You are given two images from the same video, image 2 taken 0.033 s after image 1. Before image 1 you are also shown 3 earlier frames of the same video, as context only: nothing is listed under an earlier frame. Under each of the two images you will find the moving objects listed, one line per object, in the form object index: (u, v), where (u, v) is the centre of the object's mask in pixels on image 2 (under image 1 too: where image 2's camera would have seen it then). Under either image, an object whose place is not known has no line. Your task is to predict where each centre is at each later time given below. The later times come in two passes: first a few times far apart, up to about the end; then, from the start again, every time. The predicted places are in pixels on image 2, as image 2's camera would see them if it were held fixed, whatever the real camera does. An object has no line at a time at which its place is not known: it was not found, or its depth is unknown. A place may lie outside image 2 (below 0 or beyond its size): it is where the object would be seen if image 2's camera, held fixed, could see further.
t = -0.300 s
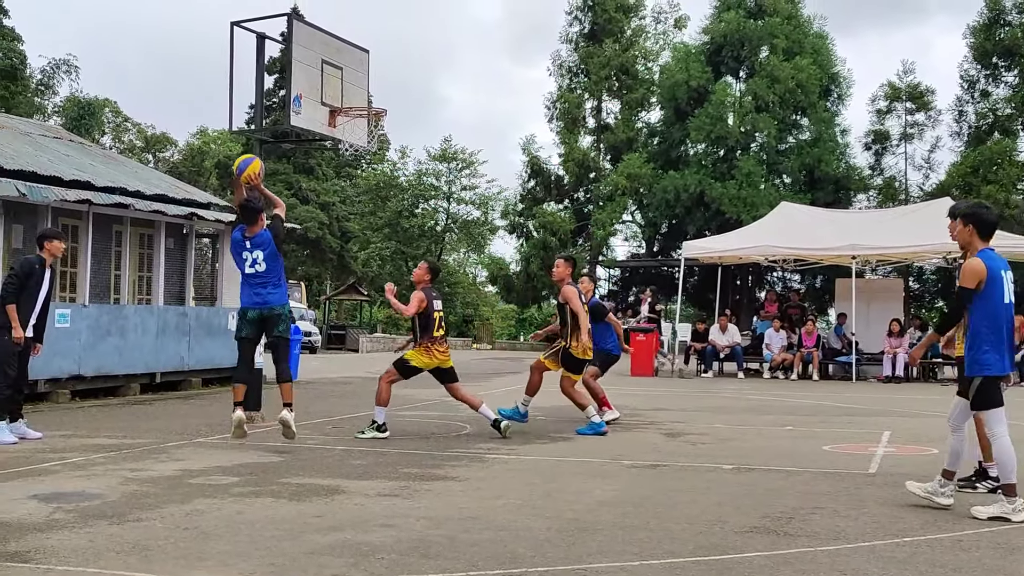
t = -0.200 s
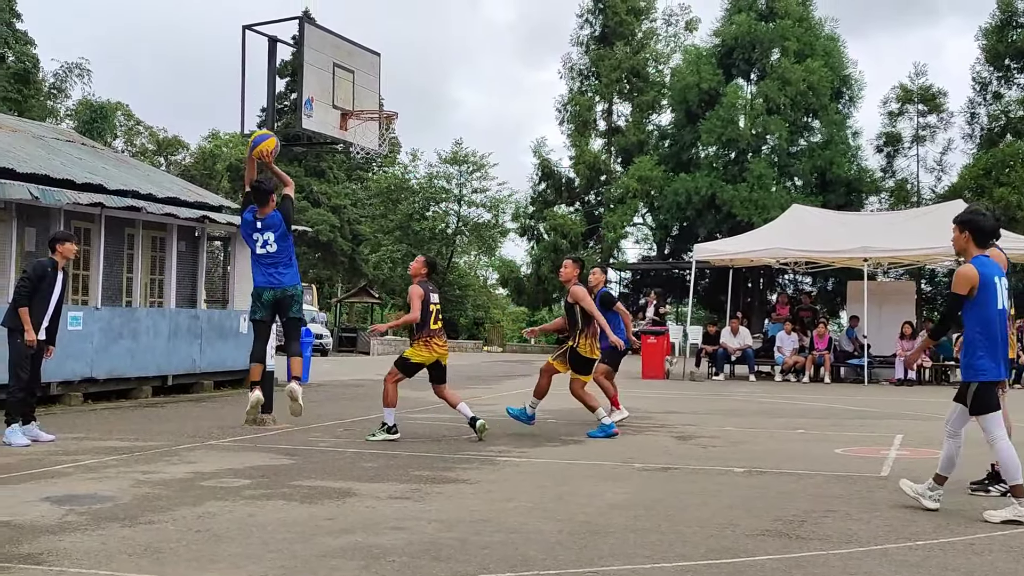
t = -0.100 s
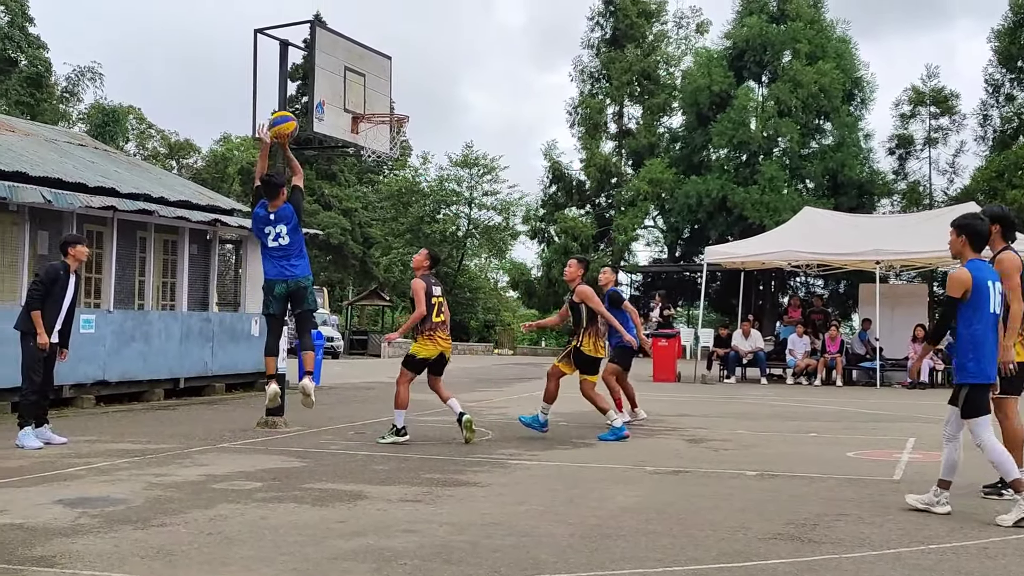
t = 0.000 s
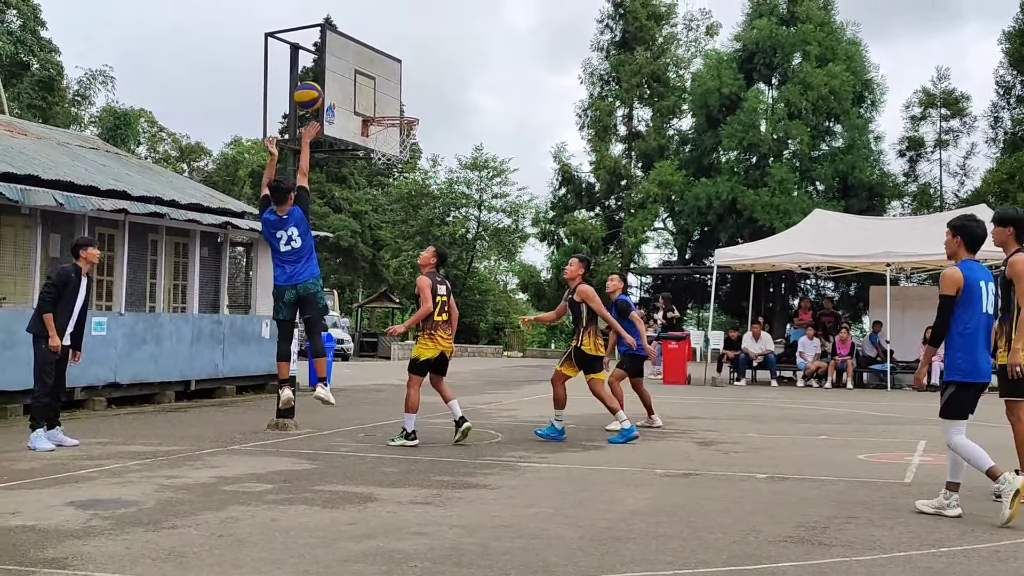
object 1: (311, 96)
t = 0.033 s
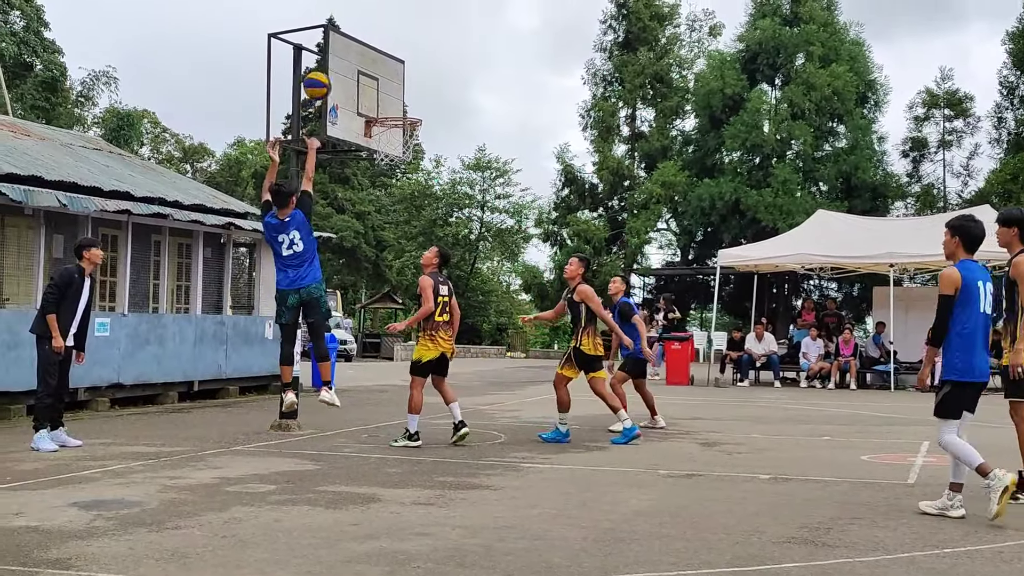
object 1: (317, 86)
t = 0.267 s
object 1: (357, 52)
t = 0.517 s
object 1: (392, 81)
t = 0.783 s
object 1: (417, 156)
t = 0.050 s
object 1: (319, 81)
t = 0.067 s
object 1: (321, 78)
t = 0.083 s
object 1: (326, 72)
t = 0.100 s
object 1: (329, 68)
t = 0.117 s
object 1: (331, 65)
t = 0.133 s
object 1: (334, 64)
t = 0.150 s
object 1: (338, 61)
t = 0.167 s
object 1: (341, 59)
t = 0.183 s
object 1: (344, 57)
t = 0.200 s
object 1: (347, 55)
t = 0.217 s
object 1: (349, 54)
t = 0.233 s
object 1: (352, 53)
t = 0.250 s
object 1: (354, 52)
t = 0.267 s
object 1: (357, 52)
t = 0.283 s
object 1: (360, 52)
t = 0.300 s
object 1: (362, 52)
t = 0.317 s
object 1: (365, 52)
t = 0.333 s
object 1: (367, 54)
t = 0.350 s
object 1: (370, 54)
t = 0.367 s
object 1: (372, 56)
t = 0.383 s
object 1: (374, 57)
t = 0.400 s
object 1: (376, 59)
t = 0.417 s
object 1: (379, 62)
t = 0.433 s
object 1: (381, 64)
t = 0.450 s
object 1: (384, 67)
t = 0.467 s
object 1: (386, 71)
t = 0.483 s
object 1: (388, 74)
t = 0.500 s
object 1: (390, 77)
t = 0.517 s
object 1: (392, 81)
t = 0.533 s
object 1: (395, 86)
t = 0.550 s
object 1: (397, 91)
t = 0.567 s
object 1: (398, 95)
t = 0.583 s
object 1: (400, 99)
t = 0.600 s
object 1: (403, 105)
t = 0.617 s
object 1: (404, 109)
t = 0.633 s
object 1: (407, 112)
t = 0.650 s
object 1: (408, 120)
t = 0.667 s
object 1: (409, 126)
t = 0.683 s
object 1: (411, 131)
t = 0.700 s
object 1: (413, 139)
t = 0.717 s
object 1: (414, 143)
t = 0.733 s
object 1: (416, 148)
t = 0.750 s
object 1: (416, 149)
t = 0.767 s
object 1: (416, 152)
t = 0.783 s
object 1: (417, 156)
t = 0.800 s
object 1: (418, 158)
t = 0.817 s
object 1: (418, 161)
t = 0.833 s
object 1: (419, 164)
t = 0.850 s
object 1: (418, 168)
